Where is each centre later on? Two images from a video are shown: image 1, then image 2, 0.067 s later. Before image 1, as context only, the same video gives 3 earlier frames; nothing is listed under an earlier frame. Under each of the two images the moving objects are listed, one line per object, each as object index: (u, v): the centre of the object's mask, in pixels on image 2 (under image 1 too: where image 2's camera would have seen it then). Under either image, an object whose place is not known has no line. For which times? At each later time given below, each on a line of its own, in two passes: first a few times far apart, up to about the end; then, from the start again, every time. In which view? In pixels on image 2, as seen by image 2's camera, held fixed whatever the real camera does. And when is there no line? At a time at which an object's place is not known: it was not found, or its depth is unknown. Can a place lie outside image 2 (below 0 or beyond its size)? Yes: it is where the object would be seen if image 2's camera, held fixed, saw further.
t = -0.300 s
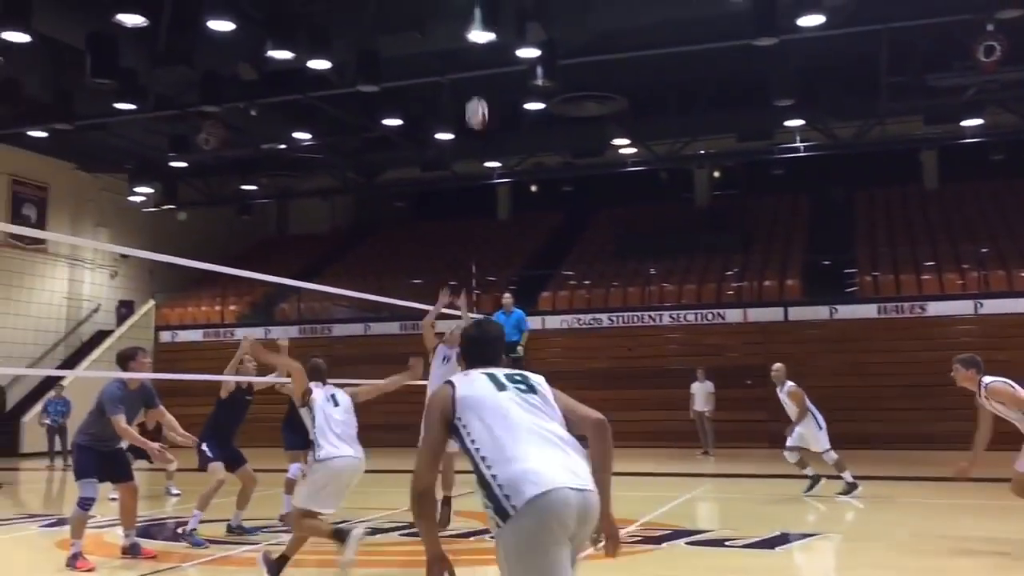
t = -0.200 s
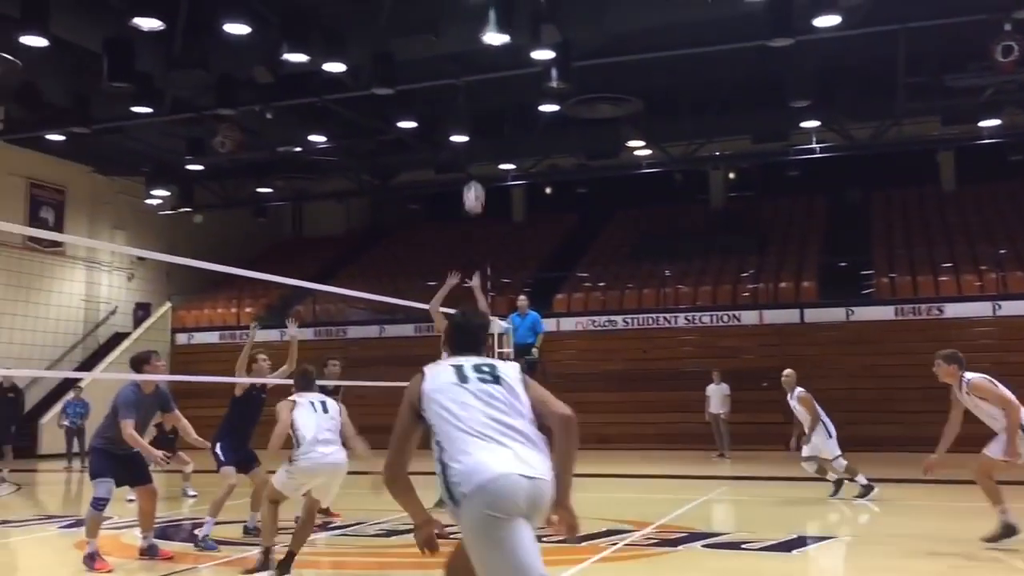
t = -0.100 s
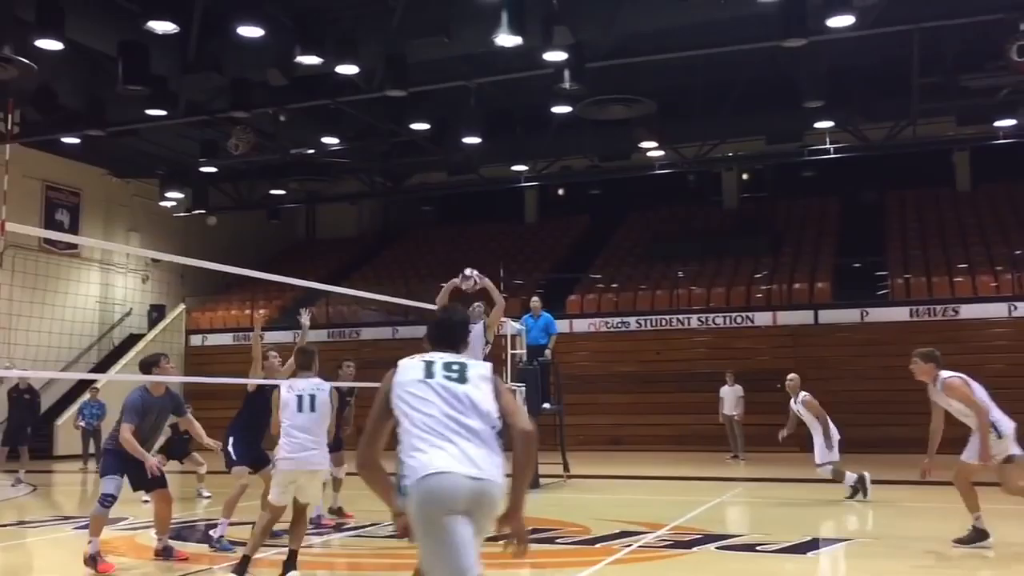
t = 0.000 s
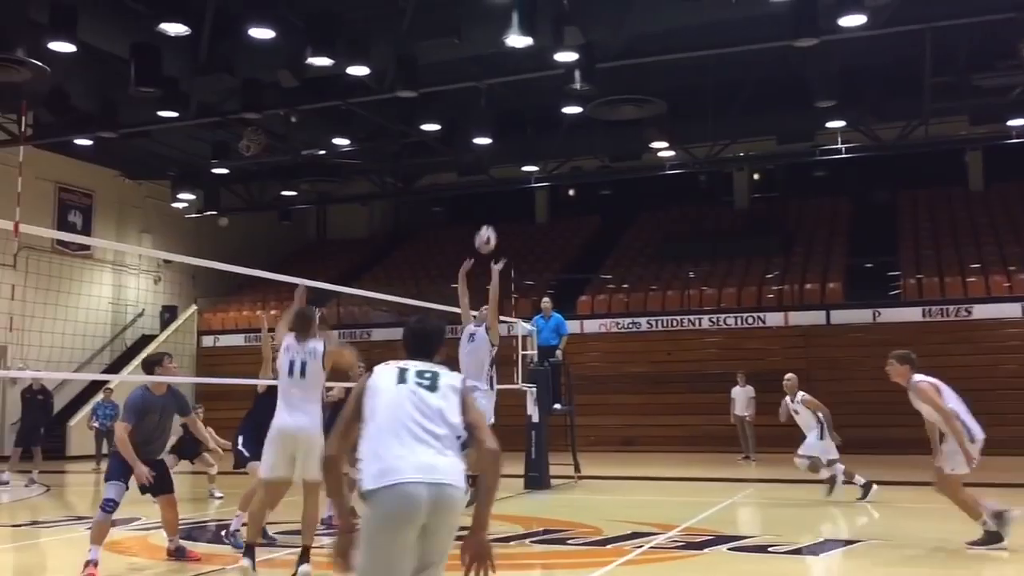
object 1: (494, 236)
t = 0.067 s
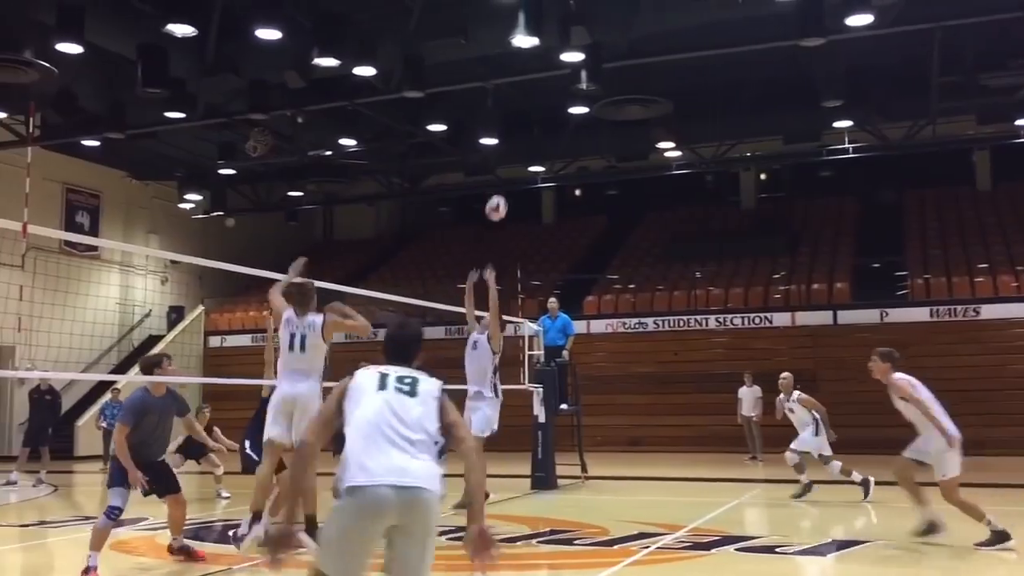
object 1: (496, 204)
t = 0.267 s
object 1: (509, 137)
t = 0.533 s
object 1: (523, 112)
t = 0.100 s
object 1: (499, 190)
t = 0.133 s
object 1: (501, 178)
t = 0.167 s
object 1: (503, 165)
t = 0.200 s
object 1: (505, 155)
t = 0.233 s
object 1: (507, 145)
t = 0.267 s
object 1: (509, 137)
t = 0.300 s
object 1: (511, 130)
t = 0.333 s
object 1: (513, 125)
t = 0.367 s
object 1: (515, 120)
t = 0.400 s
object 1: (517, 115)
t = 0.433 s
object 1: (519, 114)
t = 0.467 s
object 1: (521, 112)
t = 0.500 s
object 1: (521, 112)
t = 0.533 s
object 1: (523, 112)
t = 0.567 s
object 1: (525, 113)
